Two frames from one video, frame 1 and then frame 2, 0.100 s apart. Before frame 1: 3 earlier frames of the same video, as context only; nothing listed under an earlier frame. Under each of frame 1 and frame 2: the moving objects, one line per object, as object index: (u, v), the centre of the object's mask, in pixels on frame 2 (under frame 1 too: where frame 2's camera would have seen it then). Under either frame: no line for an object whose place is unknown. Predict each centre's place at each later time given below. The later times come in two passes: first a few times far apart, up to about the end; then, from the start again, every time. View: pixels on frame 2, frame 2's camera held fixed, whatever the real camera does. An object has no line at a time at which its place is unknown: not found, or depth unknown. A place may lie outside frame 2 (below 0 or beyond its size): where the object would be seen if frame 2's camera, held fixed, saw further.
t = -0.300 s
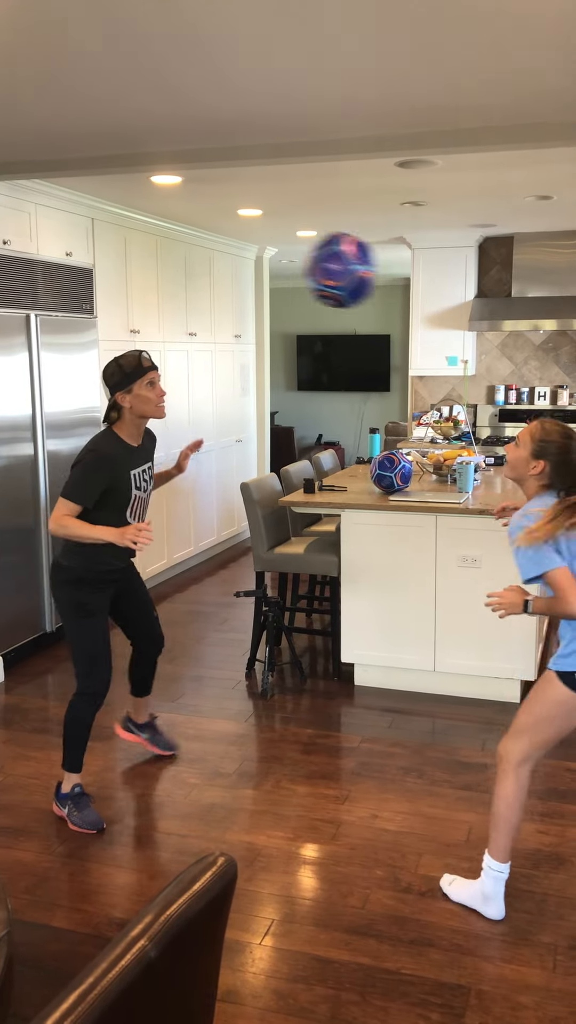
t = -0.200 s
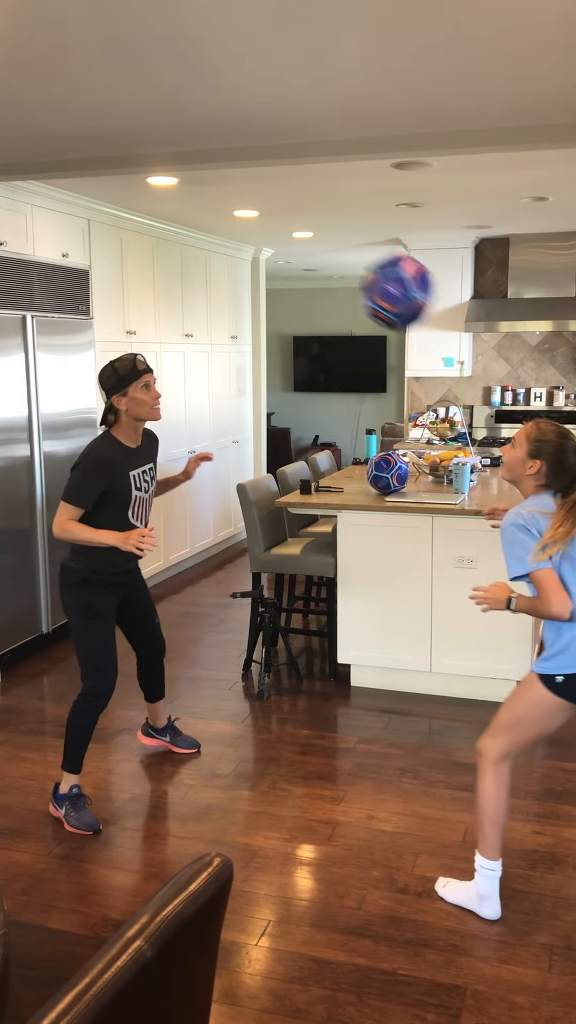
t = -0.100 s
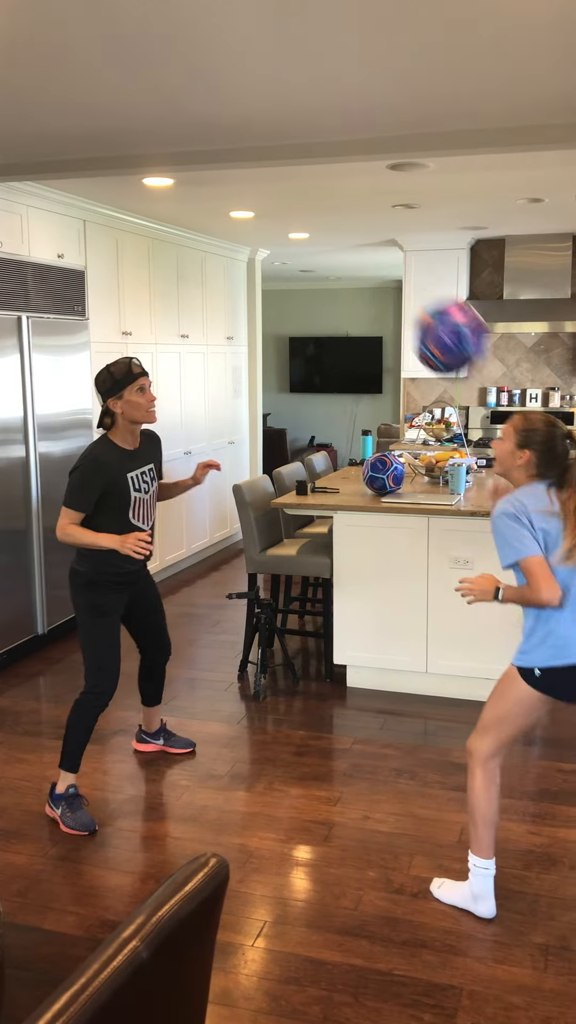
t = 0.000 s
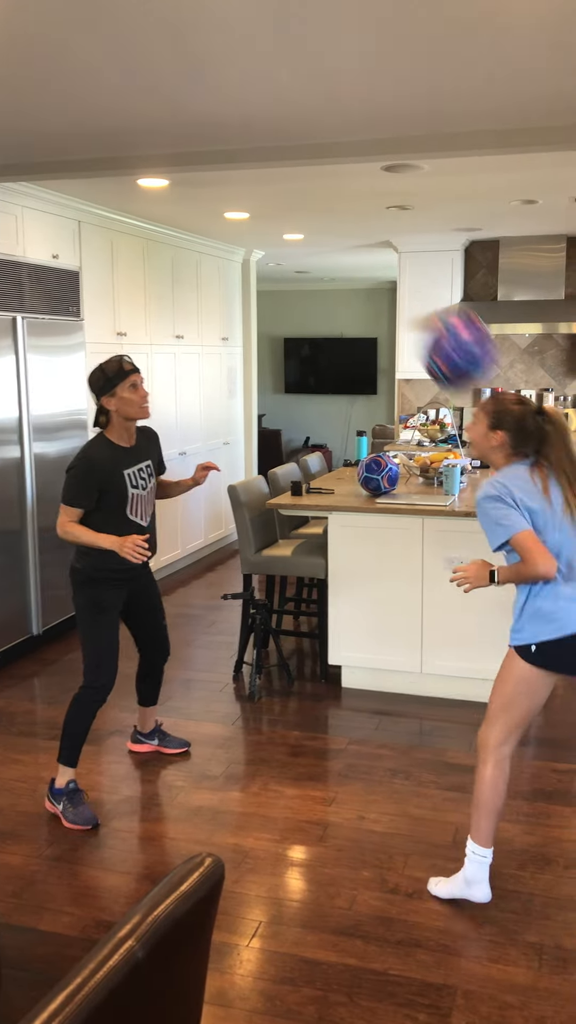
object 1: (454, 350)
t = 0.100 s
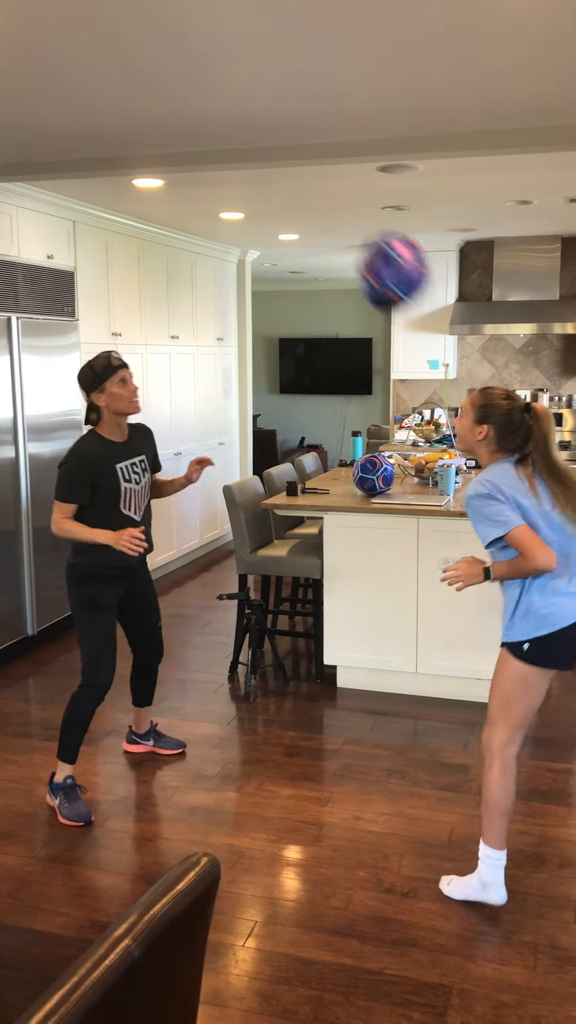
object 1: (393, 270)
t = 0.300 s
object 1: (289, 196)
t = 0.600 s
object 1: (166, 271)
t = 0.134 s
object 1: (374, 251)
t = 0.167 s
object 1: (355, 233)
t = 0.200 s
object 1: (338, 219)
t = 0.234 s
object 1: (322, 208)
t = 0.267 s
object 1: (305, 200)
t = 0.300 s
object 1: (289, 196)
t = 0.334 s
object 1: (274, 193)
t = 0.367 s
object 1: (258, 194)
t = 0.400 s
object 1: (243, 197)
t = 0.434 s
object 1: (229, 204)
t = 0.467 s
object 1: (215, 212)
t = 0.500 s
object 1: (202, 222)
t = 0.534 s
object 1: (190, 236)
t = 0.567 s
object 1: (178, 252)
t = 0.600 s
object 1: (166, 271)
